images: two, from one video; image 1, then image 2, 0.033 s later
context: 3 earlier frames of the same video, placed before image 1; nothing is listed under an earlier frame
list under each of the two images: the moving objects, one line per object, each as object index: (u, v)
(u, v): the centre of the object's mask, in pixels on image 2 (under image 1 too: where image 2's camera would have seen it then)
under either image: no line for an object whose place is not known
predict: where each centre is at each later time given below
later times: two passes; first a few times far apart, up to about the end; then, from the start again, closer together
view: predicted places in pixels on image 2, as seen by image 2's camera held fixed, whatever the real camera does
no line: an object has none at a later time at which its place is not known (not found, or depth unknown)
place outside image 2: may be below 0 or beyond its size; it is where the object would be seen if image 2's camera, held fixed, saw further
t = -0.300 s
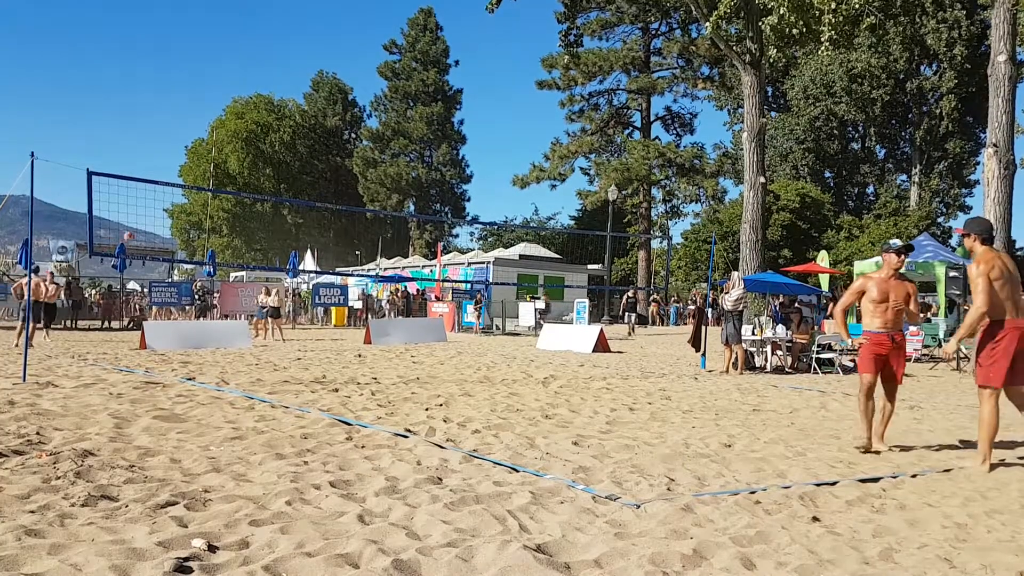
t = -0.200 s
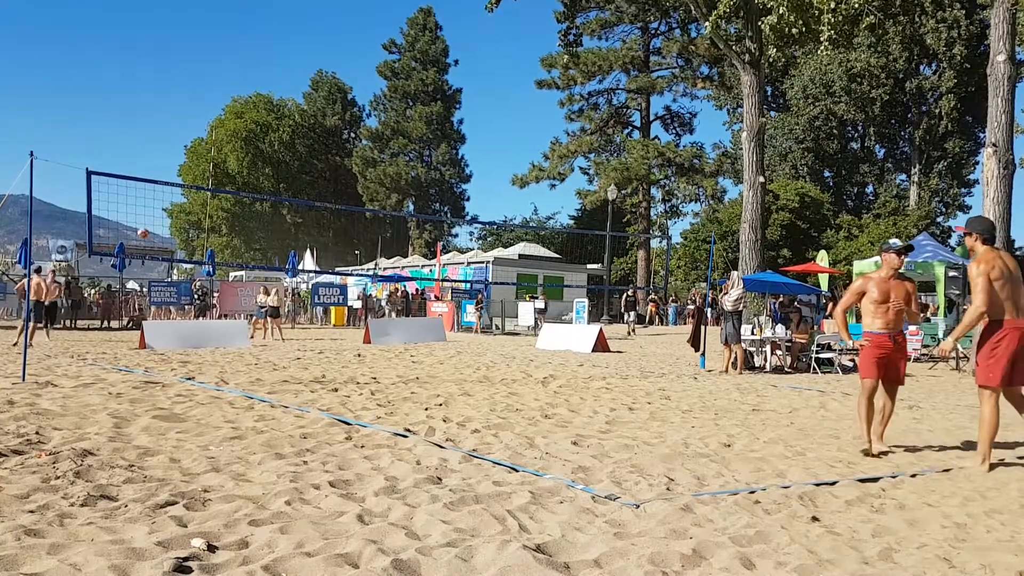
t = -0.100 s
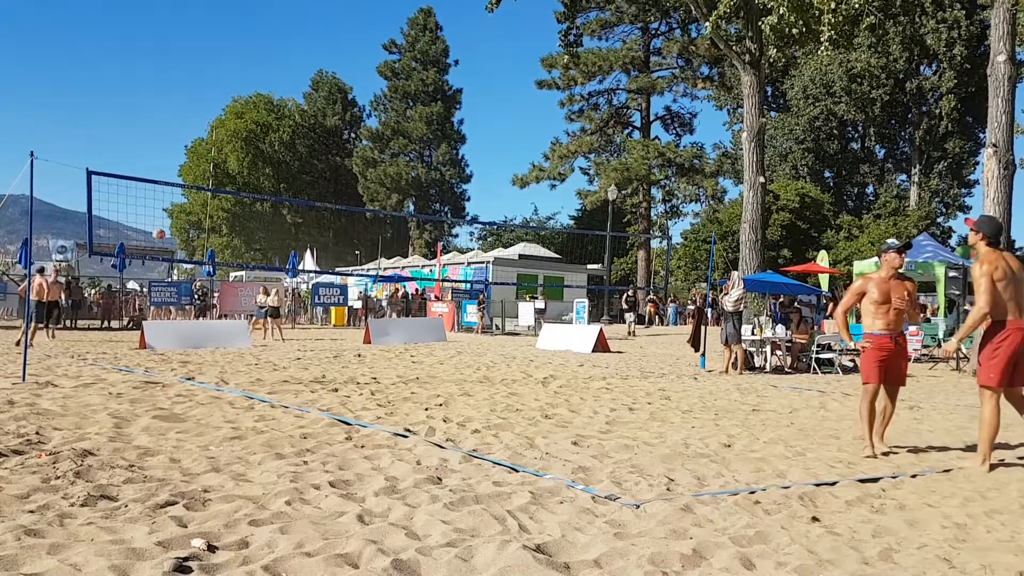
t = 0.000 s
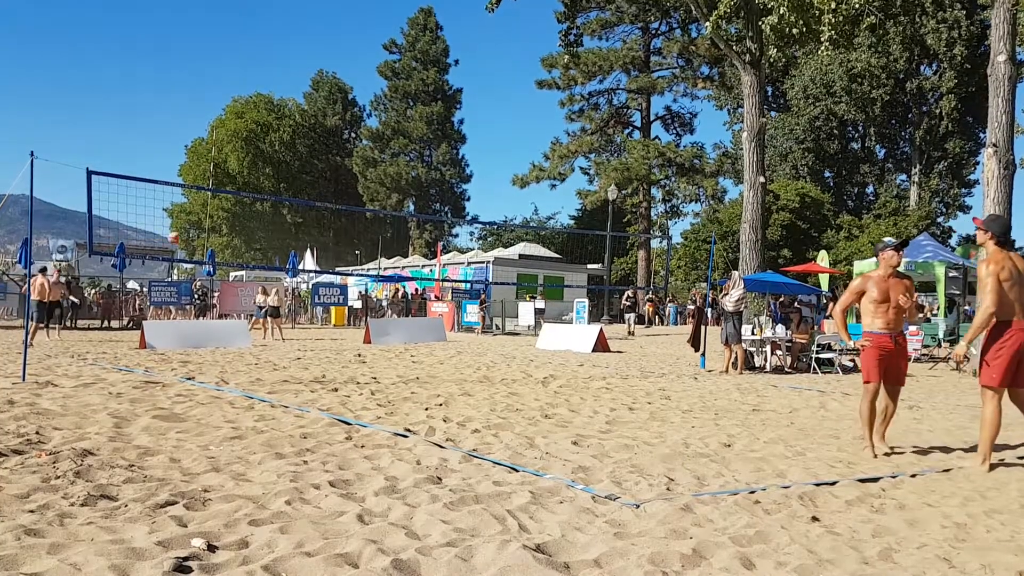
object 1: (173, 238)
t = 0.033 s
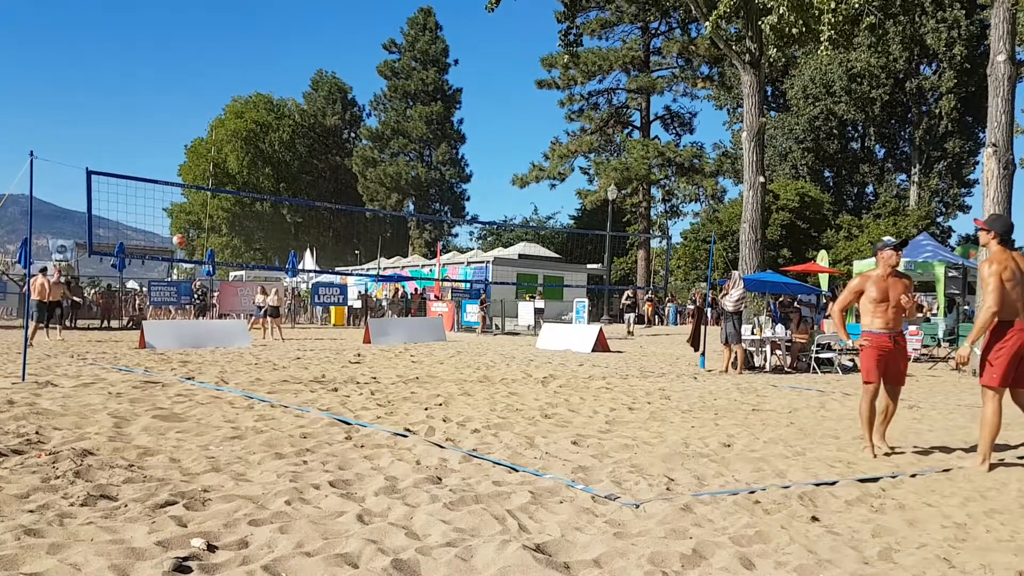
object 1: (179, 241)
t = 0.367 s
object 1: (233, 301)
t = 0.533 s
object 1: (265, 369)
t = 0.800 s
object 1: (351, 354)
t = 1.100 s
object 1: (467, 402)
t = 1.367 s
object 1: (583, 421)
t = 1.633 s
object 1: (712, 456)
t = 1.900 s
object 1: (863, 500)
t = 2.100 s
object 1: (1003, 537)
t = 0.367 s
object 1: (233, 301)
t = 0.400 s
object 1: (240, 312)
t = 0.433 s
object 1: (246, 325)
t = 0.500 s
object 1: (259, 353)
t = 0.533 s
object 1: (265, 369)
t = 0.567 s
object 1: (273, 385)
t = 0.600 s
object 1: (283, 380)
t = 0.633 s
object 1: (294, 373)
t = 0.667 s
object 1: (305, 367)
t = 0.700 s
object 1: (316, 363)
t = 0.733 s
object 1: (329, 359)
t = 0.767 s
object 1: (340, 356)
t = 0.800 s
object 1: (351, 354)
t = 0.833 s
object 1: (363, 354)
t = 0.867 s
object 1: (376, 355)
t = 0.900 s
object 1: (388, 357)
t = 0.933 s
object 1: (401, 361)
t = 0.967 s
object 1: (414, 366)
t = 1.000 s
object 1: (427, 372)
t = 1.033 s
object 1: (440, 381)
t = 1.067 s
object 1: (453, 391)
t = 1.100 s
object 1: (467, 402)
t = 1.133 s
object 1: (482, 415)
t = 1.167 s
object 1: (496, 417)
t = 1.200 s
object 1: (509, 414)
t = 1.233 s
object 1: (524, 413)
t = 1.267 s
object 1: (538, 412)
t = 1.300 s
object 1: (553, 413)
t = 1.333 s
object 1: (568, 417)
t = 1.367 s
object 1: (583, 421)
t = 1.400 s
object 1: (599, 426)
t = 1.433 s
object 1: (616, 434)
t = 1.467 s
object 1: (633, 444)
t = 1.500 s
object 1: (649, 454)
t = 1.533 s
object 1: (666, 459)
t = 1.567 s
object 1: (682, 459)
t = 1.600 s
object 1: (697, 457)
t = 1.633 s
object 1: (712, 456)
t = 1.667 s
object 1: (729, 457)
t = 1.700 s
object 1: (746, 461)
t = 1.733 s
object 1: (763, 468)
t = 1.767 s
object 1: (782, 475)
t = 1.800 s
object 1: (800, 485)
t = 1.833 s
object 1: (821, 494)
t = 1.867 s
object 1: (841, 499)
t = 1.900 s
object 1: (863, 500)
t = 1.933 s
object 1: (884, 503)
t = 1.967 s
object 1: (906, 508)
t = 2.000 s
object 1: (930, 515)
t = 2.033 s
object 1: (955, 522)
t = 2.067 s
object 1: (979, 530)
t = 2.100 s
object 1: (1003, 537)
